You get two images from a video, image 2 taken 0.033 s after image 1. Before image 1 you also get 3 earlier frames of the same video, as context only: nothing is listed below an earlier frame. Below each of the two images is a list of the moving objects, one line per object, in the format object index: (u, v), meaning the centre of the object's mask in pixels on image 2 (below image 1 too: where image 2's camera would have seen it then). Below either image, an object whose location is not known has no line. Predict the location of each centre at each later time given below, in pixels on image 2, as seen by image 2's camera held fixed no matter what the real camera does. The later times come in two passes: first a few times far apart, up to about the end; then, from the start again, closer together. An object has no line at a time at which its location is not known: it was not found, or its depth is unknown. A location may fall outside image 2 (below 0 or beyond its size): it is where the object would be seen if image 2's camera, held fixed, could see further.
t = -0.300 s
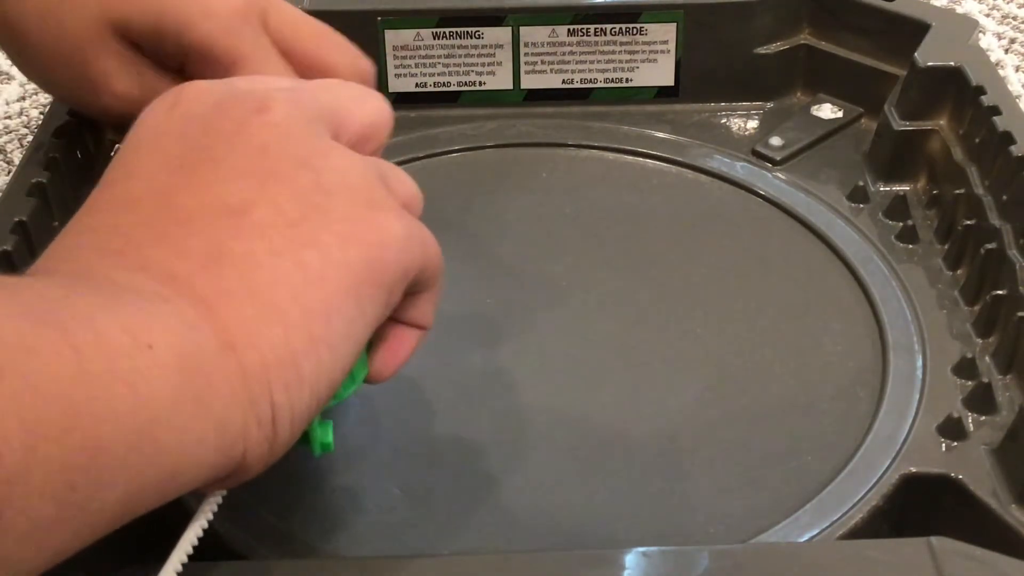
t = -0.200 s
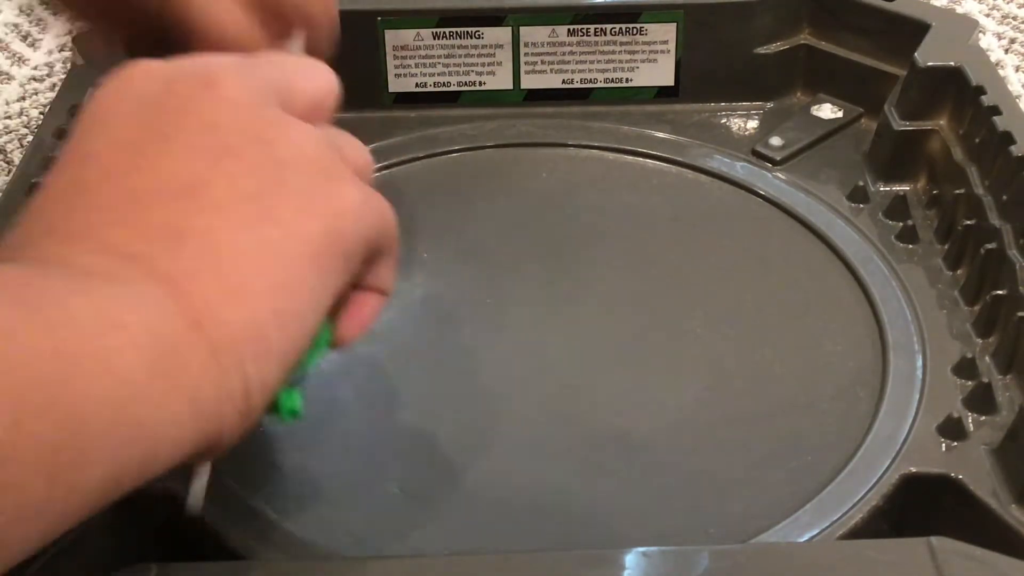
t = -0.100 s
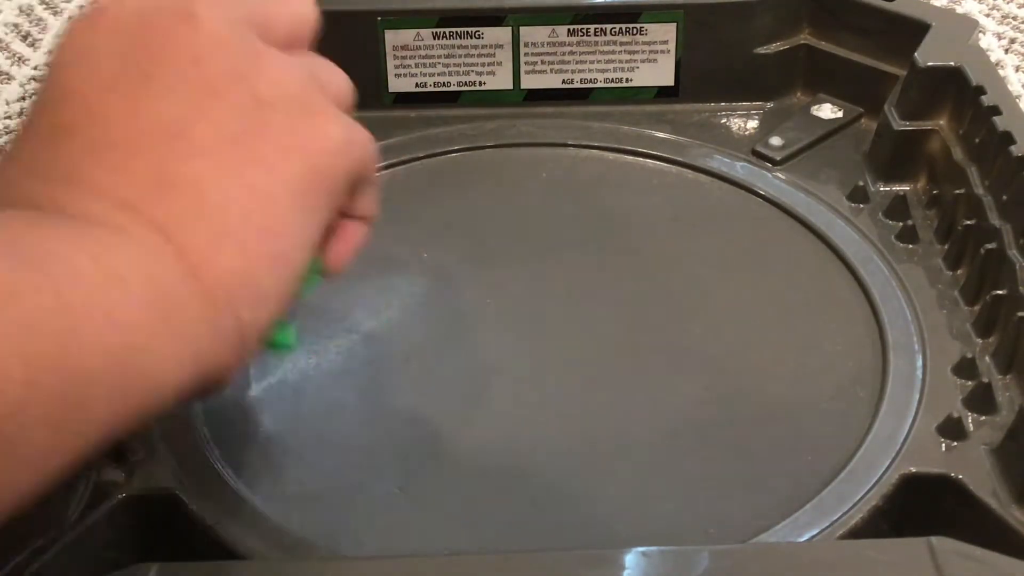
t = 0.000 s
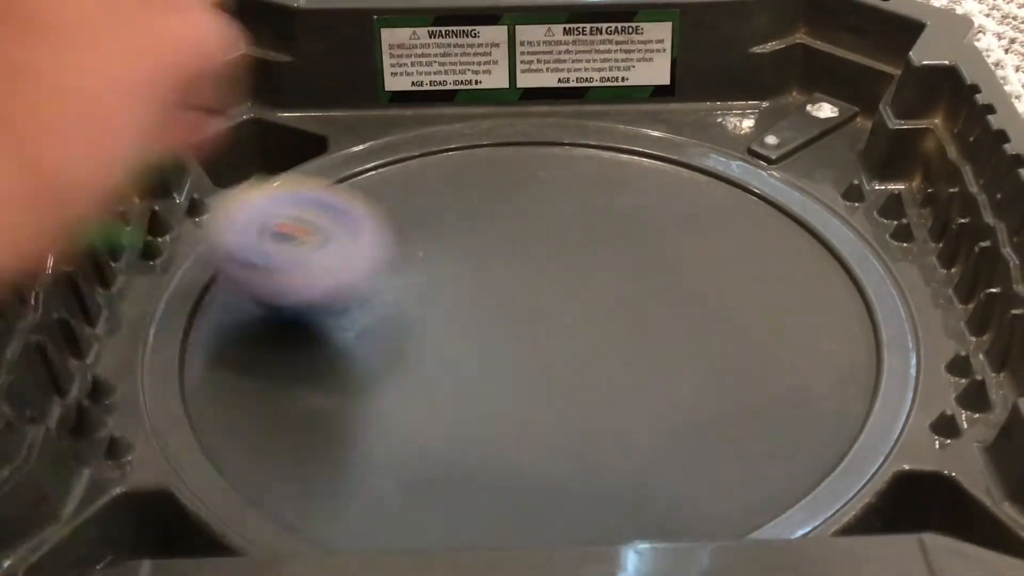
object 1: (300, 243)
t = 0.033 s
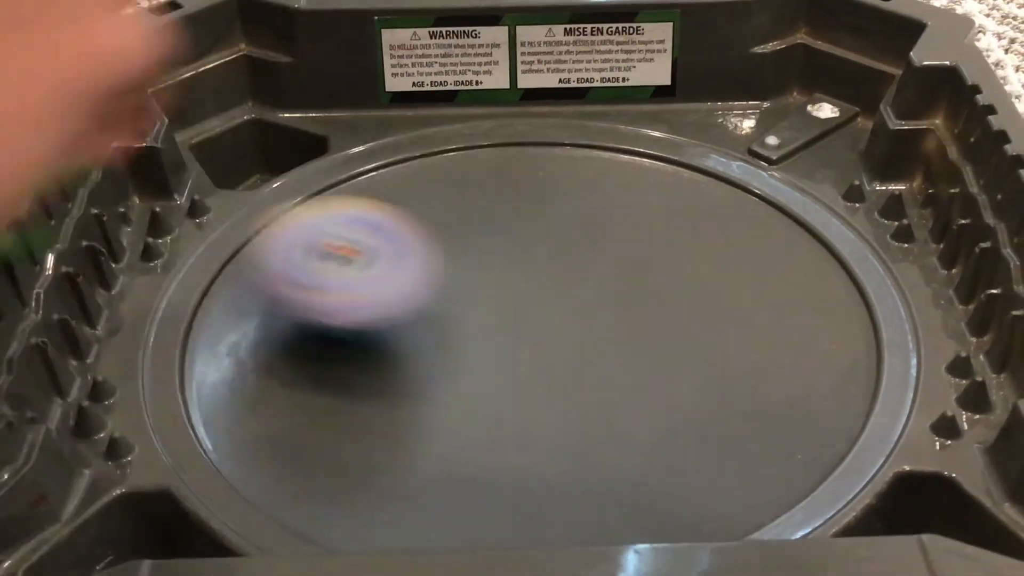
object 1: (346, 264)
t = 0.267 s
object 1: (685, 306)
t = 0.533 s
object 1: (732, 161)
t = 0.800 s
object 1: (297, 164)
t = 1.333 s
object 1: (924, 486)
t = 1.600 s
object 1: (927, 490)
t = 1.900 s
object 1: (927, 491)
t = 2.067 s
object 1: (929, 492)
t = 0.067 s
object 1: (394, 276)
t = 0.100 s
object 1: (443, 292)
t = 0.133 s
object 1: (492, 308)
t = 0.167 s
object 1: (543, 316)
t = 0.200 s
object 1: (594, 318)
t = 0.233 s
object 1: (643, 314)
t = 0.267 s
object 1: (685, 306)
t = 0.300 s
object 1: (722, 293)
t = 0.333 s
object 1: (749, 280)
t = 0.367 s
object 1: (770, 262)
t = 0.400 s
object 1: (780, 244)
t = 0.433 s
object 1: (782, 224)
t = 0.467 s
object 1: (774, 203)
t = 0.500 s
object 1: (758, 181)
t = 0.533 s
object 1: (732, 161)
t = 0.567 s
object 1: (696, 141)
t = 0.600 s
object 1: (657, 127)
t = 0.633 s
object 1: (613, 116)
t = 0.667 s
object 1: (556, 108)
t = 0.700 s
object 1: (494, 111)
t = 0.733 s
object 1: (425, 120)
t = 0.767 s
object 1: (359, 135)
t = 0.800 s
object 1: (297, 164)
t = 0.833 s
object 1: (244, 210)
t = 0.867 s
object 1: (206, 272)
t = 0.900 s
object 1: (207, 342)
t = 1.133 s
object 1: (917, 435)
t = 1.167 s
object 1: (922, 444)
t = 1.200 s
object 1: (922, 464)
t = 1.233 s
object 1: (924, 486)
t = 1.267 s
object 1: (926, 483)
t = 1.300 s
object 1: (930, 489)
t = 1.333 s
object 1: (924, 486)
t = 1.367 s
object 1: (928, 489)
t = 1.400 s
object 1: (925, 487)
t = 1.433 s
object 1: (928, 490)
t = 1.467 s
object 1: (927, 489)
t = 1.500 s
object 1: (928, 489)
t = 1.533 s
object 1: (928, 489)
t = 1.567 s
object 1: (928, 489)
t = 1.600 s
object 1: (927, 490)
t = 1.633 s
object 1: (927, 490)
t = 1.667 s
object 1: (927, 492)
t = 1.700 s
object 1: (926, 489)
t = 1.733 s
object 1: (926, 486)
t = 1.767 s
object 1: (926, 492)
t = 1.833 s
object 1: (925, 490)
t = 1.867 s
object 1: (928, 485)
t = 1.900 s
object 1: (927, 491)
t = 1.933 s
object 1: (925, 490)
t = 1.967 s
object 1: (923, 490)
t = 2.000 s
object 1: (928, 491)
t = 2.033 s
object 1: (925, 488)
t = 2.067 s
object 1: (929, 492)
